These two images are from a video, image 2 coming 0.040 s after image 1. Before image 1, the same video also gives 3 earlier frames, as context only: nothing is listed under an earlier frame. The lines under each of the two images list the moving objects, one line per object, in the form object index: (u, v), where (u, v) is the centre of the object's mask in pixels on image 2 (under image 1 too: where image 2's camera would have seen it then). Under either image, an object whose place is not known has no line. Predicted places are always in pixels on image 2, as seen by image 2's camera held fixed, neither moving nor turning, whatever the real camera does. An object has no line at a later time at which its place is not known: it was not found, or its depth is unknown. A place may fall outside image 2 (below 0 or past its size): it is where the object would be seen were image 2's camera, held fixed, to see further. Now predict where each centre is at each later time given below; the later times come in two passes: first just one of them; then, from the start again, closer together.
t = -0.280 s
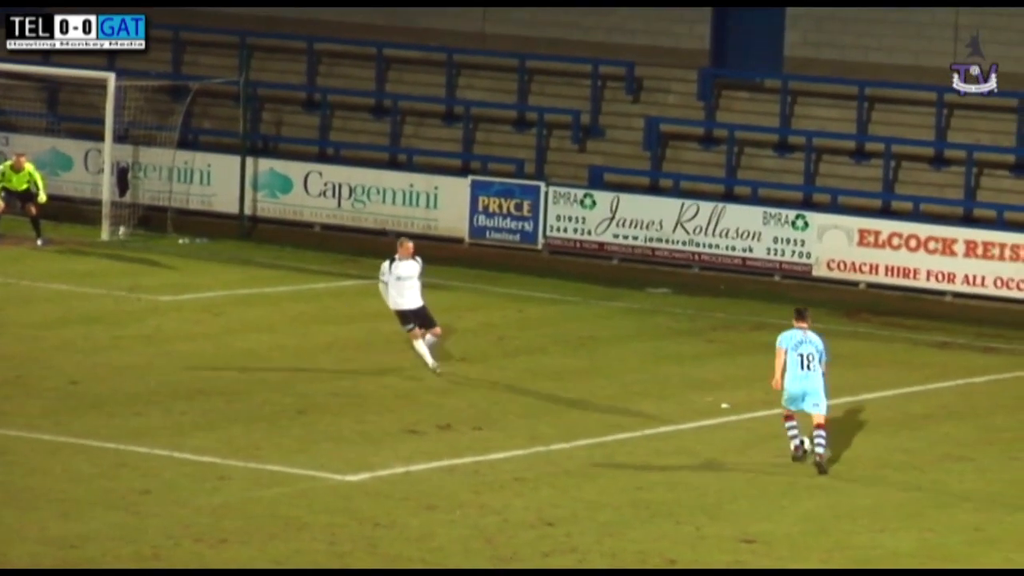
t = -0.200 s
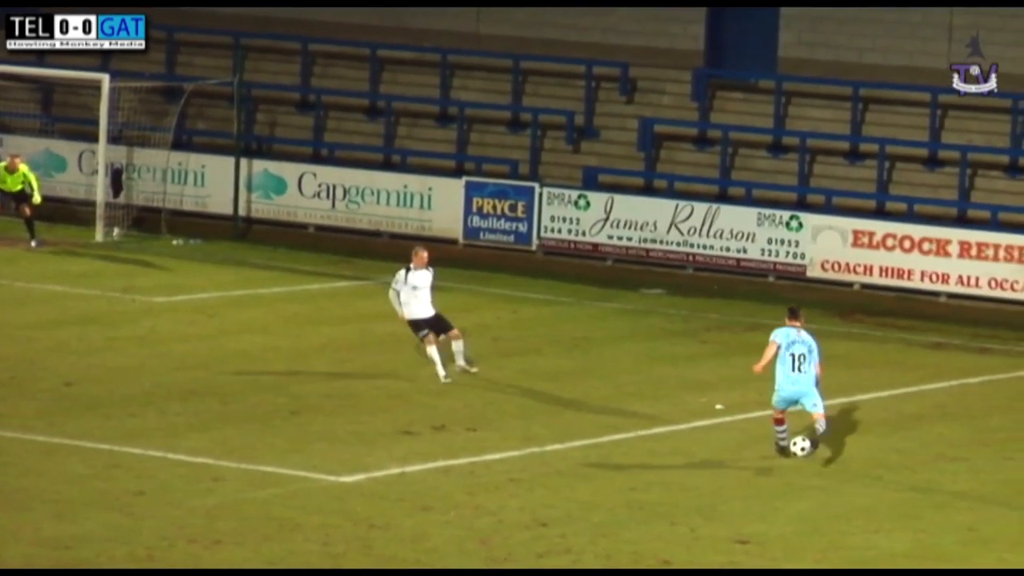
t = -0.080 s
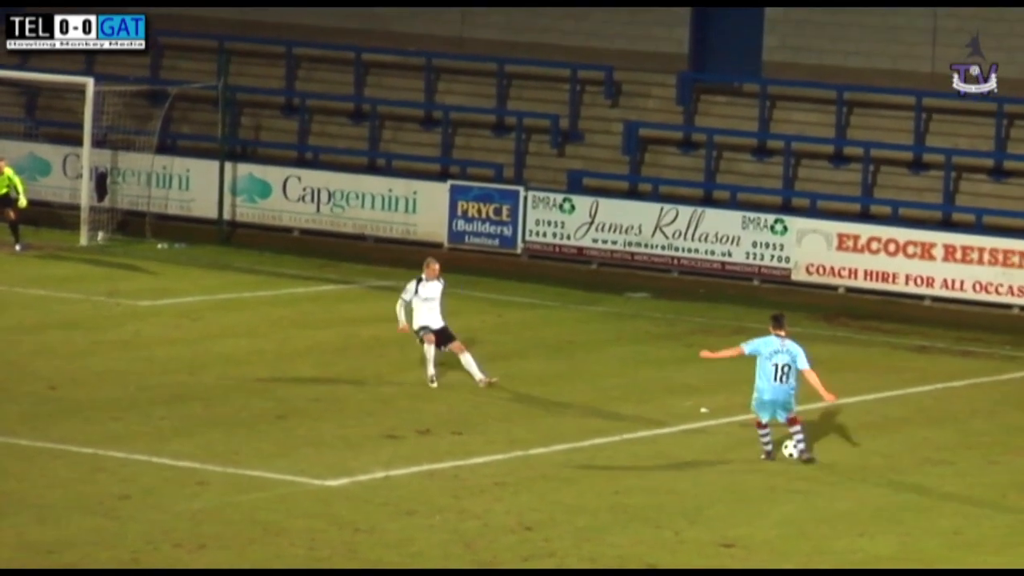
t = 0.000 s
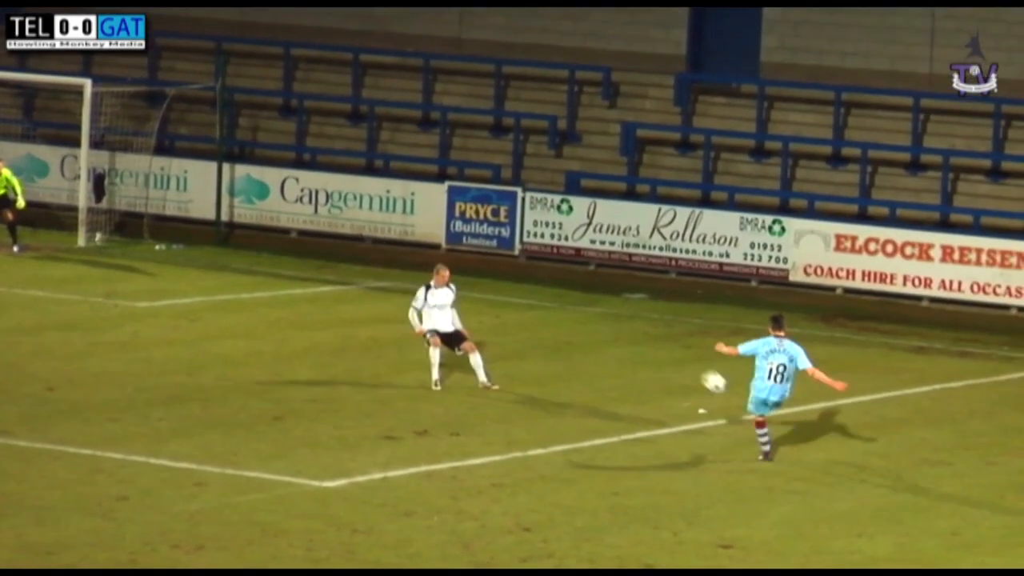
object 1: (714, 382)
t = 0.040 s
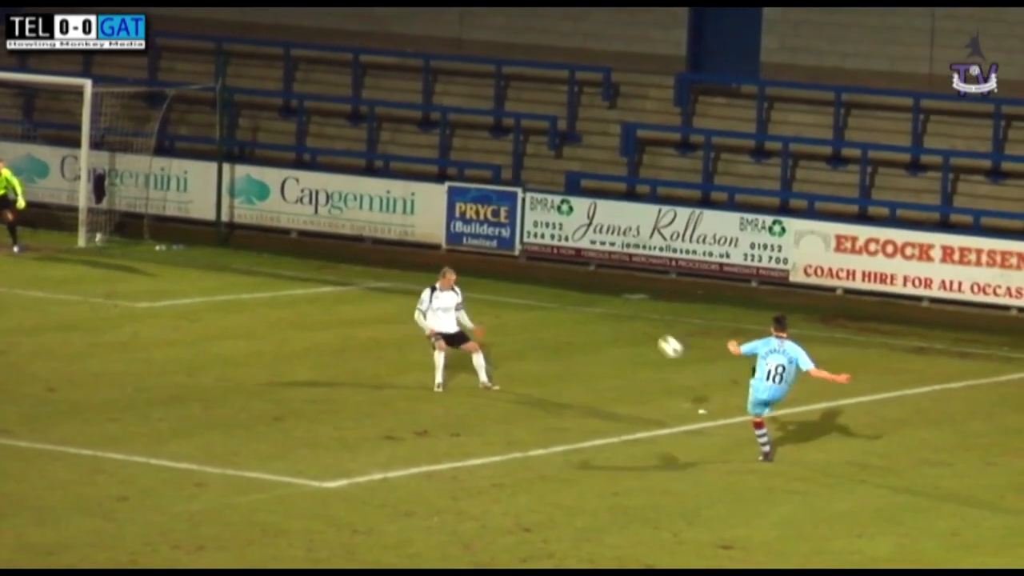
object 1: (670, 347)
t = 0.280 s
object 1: (423, 185)
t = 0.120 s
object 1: (584, 282)
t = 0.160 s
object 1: (542, 255)
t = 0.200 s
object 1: (501, 230)
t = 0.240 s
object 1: (462, 207)
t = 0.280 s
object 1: (423, 185)
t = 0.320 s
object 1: (384, 166)
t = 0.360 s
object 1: (347, 148)
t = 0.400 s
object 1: (311, 132)
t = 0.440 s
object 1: (275, 118)
